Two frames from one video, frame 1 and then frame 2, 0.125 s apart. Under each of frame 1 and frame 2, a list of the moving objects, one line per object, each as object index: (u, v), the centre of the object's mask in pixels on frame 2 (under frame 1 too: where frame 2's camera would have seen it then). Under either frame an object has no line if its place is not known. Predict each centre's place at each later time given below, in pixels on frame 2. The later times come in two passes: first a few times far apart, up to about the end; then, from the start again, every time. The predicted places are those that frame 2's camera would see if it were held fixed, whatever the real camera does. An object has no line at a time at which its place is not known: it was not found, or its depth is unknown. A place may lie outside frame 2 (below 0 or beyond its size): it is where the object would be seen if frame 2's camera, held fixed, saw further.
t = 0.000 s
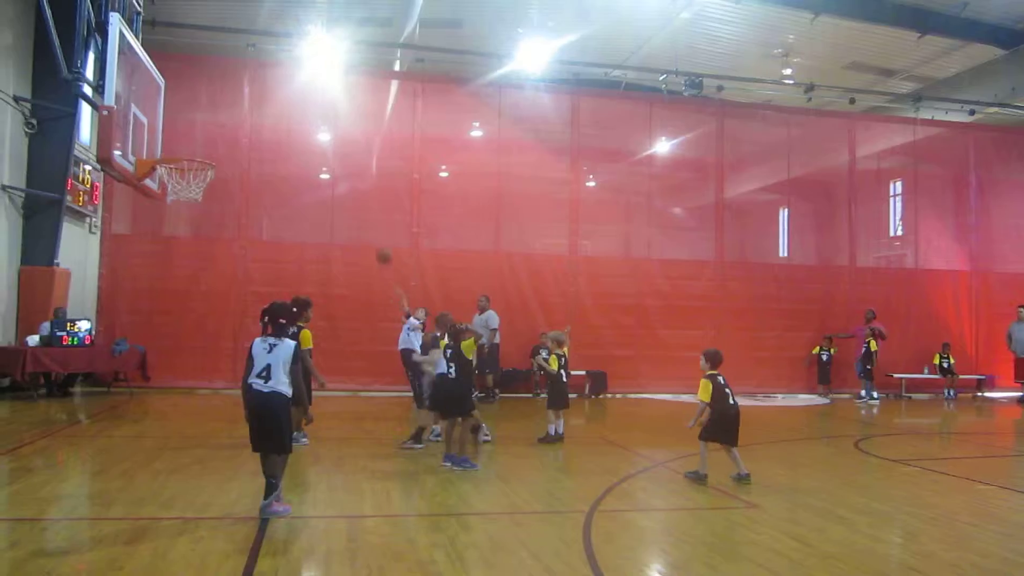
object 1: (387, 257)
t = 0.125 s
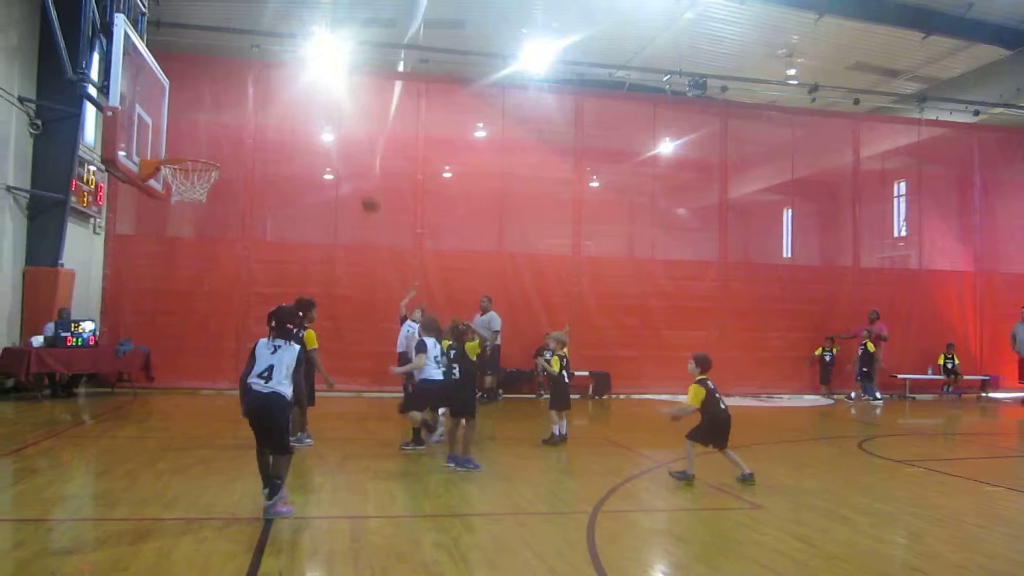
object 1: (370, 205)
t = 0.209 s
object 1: (358, 175)
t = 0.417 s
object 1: (324, 117)
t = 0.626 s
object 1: (283, 92)
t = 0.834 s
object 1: (232, 107)
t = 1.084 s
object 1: (196, 190)
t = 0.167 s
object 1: (364, 189)
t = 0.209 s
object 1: (358, 175)
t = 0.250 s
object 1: (351, 161)
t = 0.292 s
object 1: (344, 147)
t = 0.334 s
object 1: (338, 136)
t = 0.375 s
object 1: (330, 125)
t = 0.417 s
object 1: (324, 117)
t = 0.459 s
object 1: (316, 110)
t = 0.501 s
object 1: (308, 103)
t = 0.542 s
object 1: (299, 98)
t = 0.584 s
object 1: (293, 94)
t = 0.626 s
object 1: (283, 92)
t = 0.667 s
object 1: (275, 92)
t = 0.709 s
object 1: (265, 93)
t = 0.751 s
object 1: (253, 95)
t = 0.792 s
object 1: (244, 100)
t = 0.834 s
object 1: (232, 107)
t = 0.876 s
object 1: (219, 119)
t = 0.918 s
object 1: (206, 128)
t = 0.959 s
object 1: (192, 142)
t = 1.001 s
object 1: (179, 159)
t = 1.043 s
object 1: (183, 176)
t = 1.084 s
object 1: (196, 190)
